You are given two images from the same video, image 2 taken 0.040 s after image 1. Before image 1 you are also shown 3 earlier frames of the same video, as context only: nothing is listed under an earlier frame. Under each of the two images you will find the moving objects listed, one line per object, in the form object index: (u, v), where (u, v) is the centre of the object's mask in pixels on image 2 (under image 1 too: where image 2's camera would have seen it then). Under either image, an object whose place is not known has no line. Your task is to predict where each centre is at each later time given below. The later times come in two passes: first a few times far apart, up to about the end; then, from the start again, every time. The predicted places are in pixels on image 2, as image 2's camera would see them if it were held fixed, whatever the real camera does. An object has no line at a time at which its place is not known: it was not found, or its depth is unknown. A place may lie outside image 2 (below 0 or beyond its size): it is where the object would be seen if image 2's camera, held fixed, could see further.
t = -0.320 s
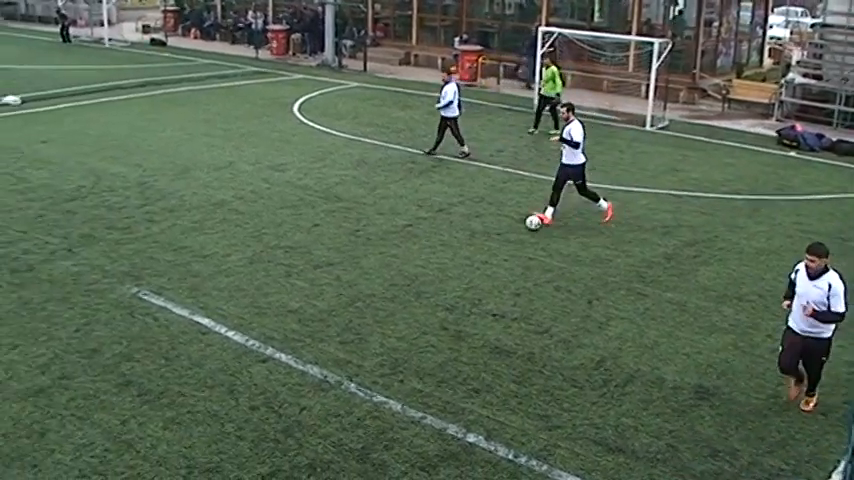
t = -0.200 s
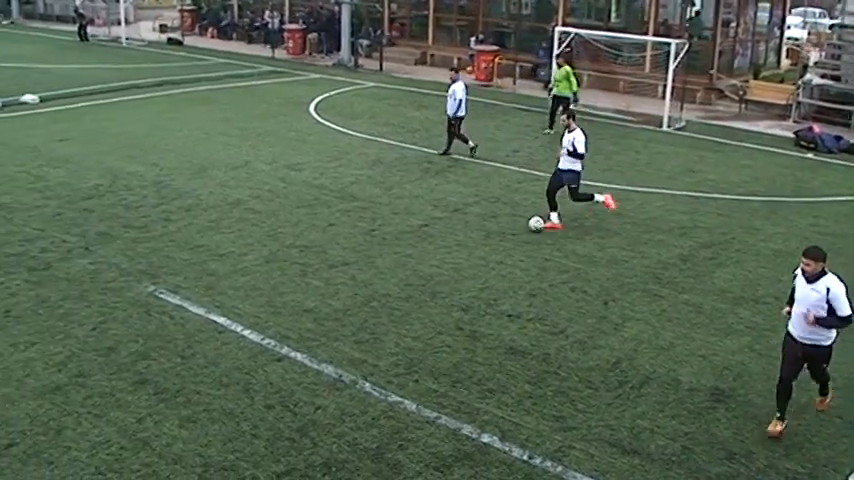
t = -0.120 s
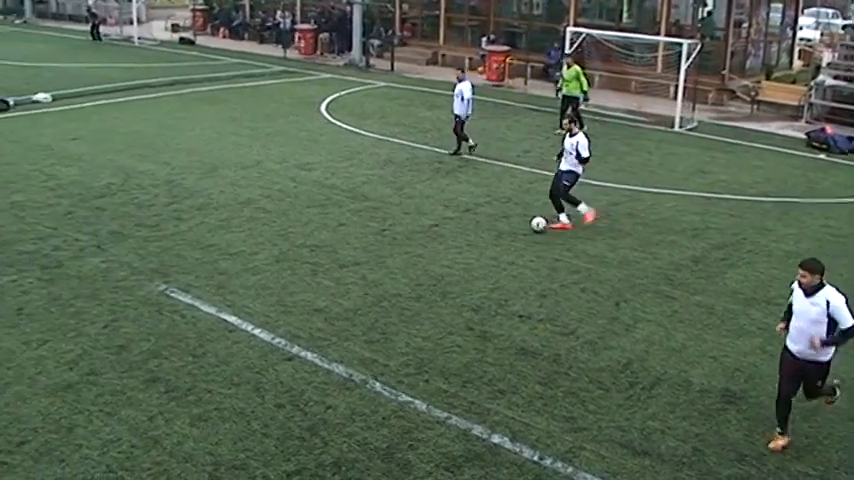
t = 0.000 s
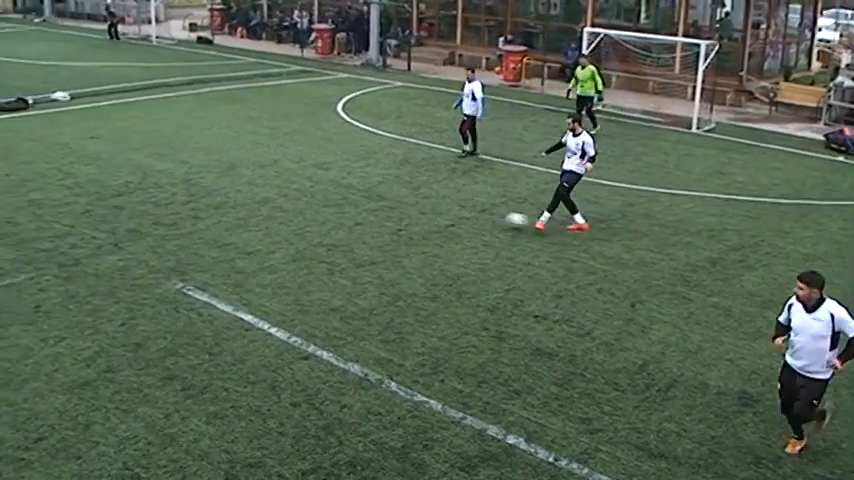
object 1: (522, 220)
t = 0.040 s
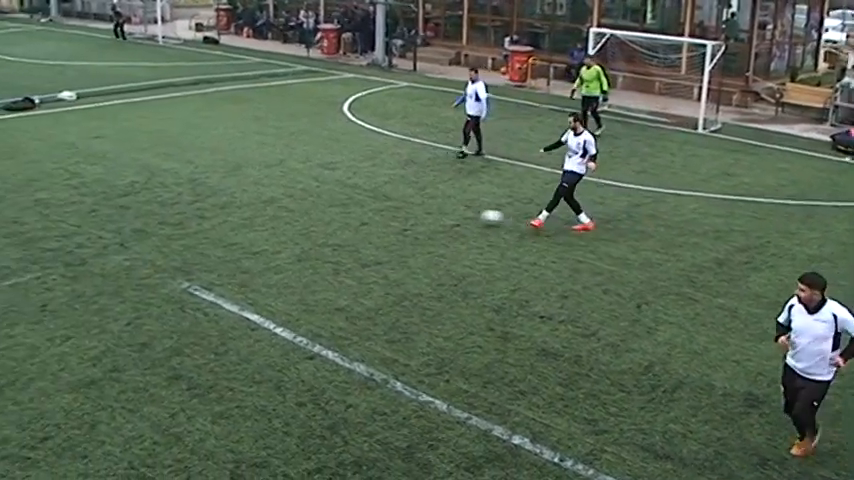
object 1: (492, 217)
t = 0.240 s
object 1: (352, 203)
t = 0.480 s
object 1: (213, 192)
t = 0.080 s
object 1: (462, 215)
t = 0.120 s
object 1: (432, 212)
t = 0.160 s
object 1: (405, 208)
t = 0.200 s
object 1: (379, 206)
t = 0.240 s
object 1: (352, 203)
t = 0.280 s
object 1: (327, 202)
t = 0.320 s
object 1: (303, 198)
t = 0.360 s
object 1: (280, 196)
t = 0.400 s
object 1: (257, 194)
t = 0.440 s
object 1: (235, 192)
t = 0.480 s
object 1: (213, 192)
